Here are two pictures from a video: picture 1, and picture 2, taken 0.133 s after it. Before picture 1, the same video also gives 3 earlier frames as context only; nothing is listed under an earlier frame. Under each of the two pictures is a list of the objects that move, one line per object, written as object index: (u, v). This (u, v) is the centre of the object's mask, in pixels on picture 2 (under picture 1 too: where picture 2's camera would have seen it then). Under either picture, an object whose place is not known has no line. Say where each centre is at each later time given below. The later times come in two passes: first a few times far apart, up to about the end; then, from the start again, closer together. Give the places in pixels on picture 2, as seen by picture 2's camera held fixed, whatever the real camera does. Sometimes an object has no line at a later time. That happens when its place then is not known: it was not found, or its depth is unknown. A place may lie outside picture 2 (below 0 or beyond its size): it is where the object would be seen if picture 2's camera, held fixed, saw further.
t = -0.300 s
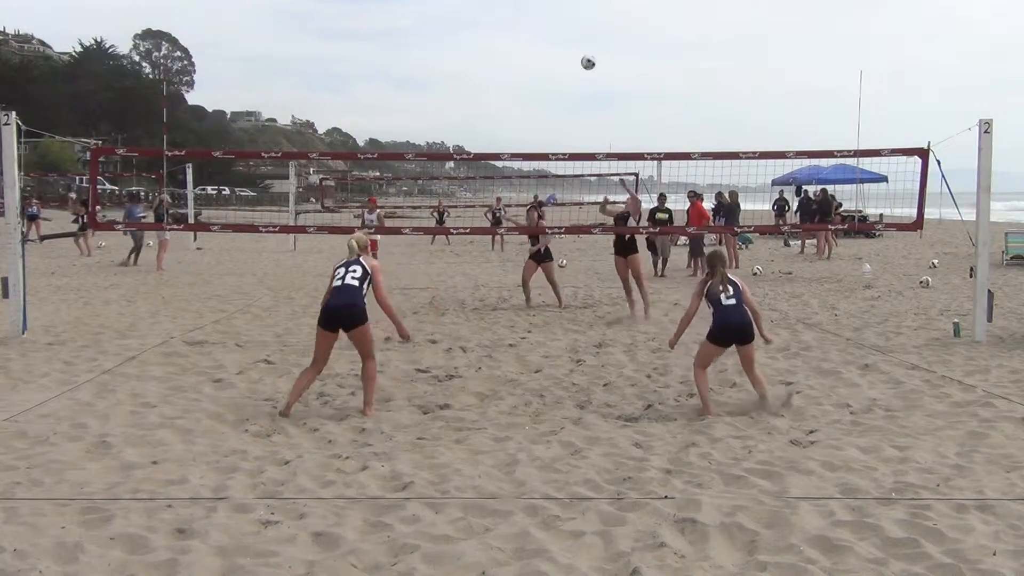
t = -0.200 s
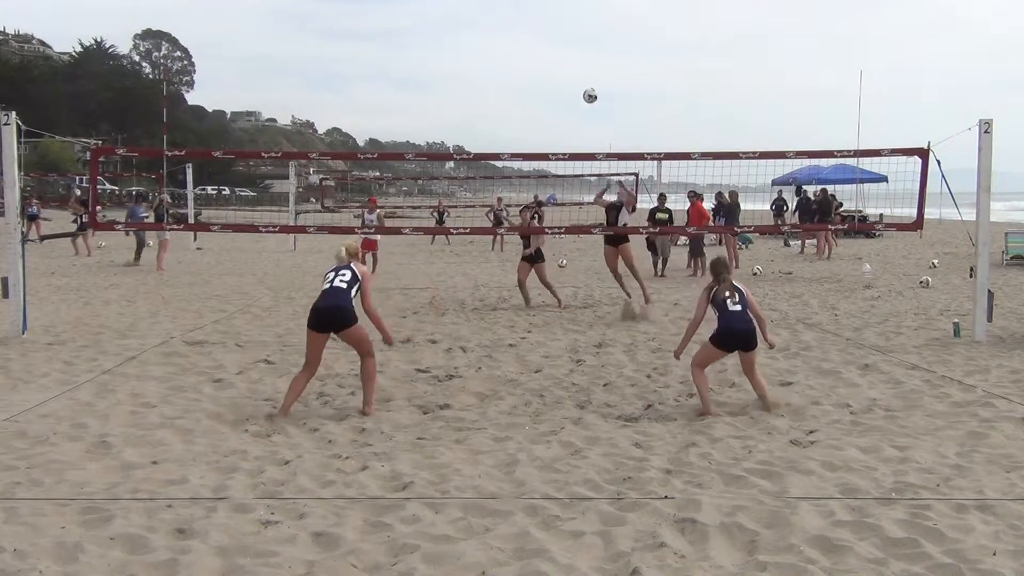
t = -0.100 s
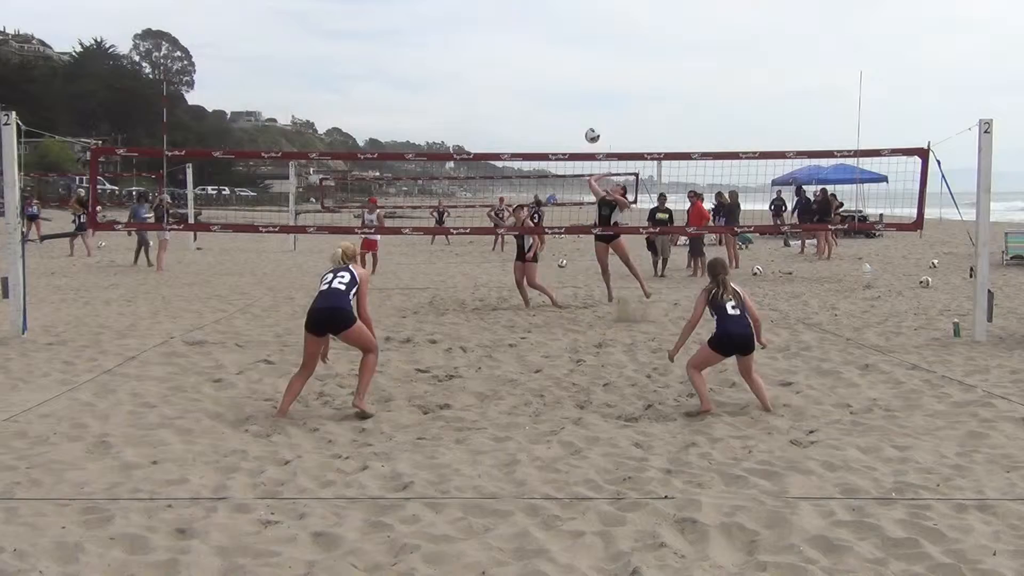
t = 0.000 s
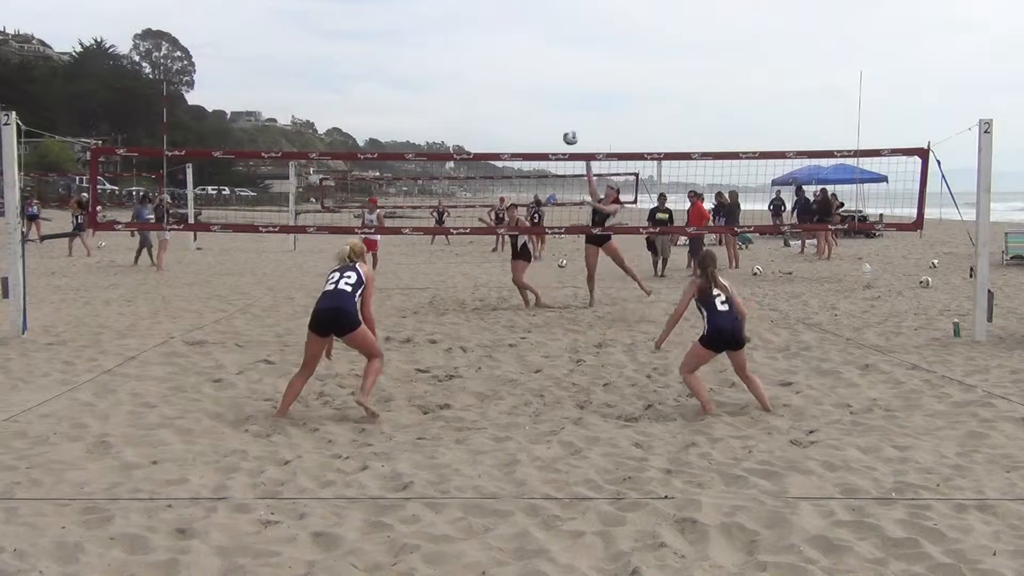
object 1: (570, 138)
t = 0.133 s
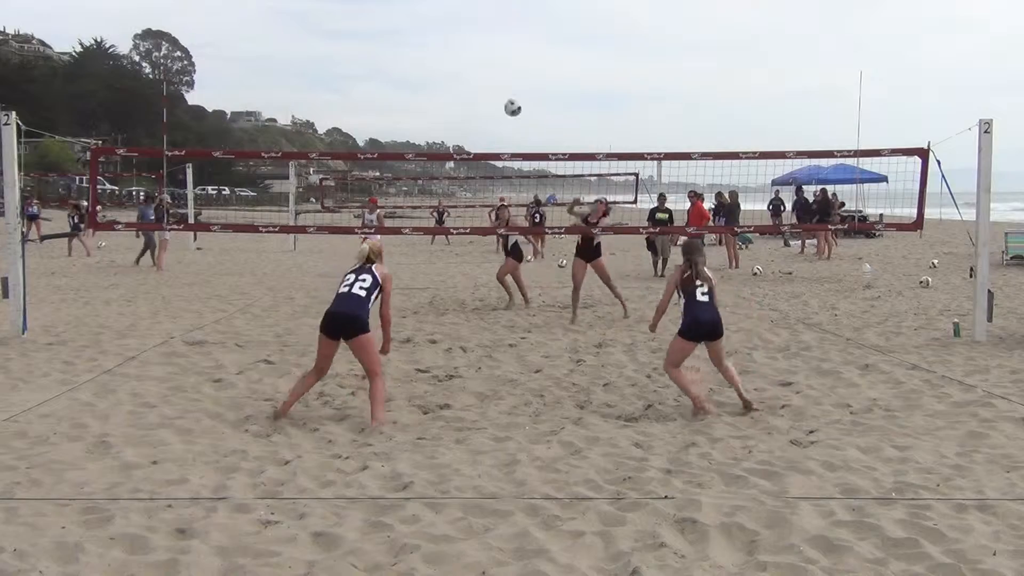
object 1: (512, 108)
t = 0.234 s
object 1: (463, 95)
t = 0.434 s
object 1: (347, 101)
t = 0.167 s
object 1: (497, 102)
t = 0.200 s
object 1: (480, 98)
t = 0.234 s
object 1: (463, 95)
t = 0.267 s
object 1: (446, 92)
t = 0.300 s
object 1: (428, 93)
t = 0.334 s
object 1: (408, 92)
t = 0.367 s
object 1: (389, 94)
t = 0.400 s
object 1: (368, 97)
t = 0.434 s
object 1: (347, 101)
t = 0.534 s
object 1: (275, 126)
